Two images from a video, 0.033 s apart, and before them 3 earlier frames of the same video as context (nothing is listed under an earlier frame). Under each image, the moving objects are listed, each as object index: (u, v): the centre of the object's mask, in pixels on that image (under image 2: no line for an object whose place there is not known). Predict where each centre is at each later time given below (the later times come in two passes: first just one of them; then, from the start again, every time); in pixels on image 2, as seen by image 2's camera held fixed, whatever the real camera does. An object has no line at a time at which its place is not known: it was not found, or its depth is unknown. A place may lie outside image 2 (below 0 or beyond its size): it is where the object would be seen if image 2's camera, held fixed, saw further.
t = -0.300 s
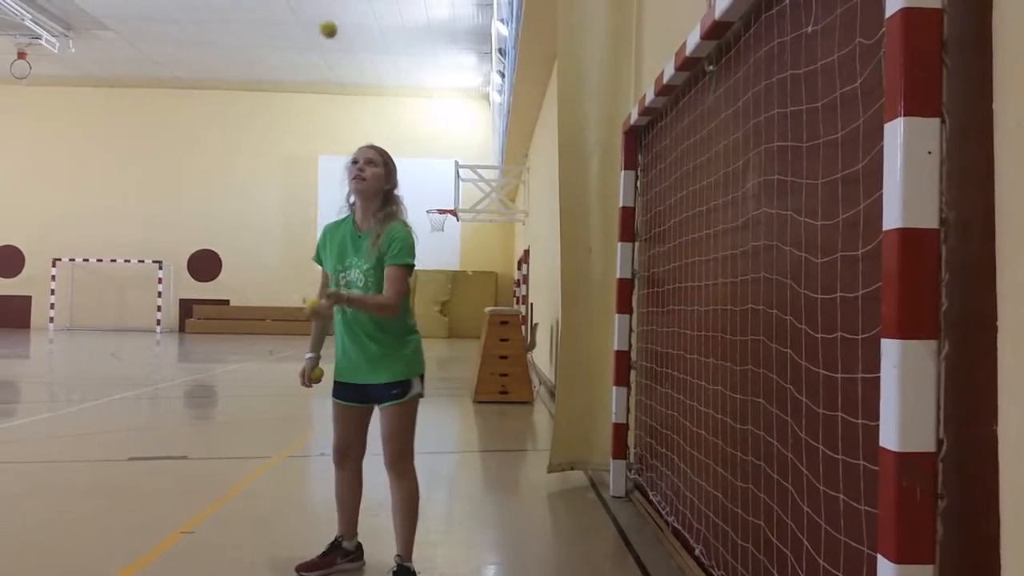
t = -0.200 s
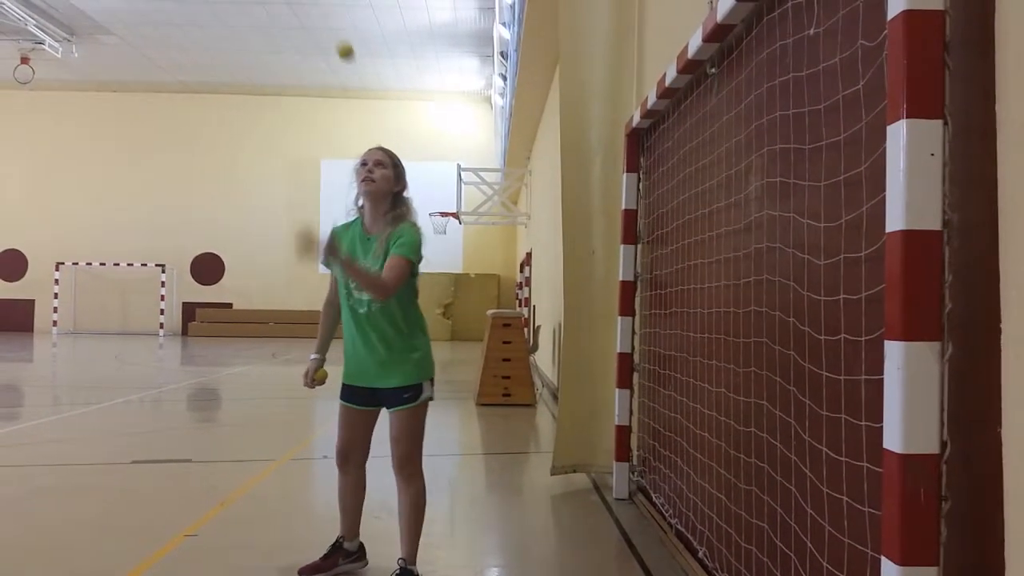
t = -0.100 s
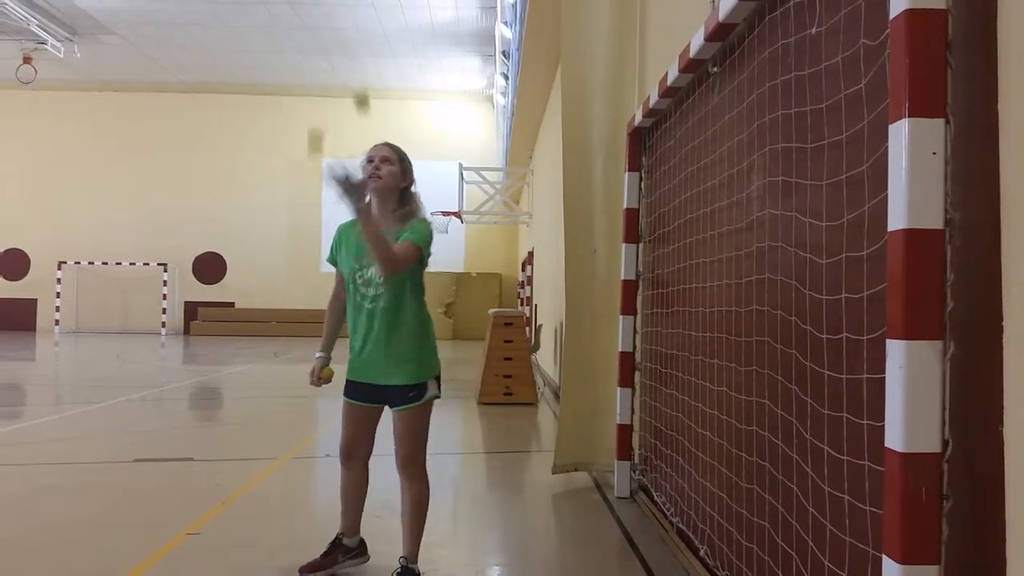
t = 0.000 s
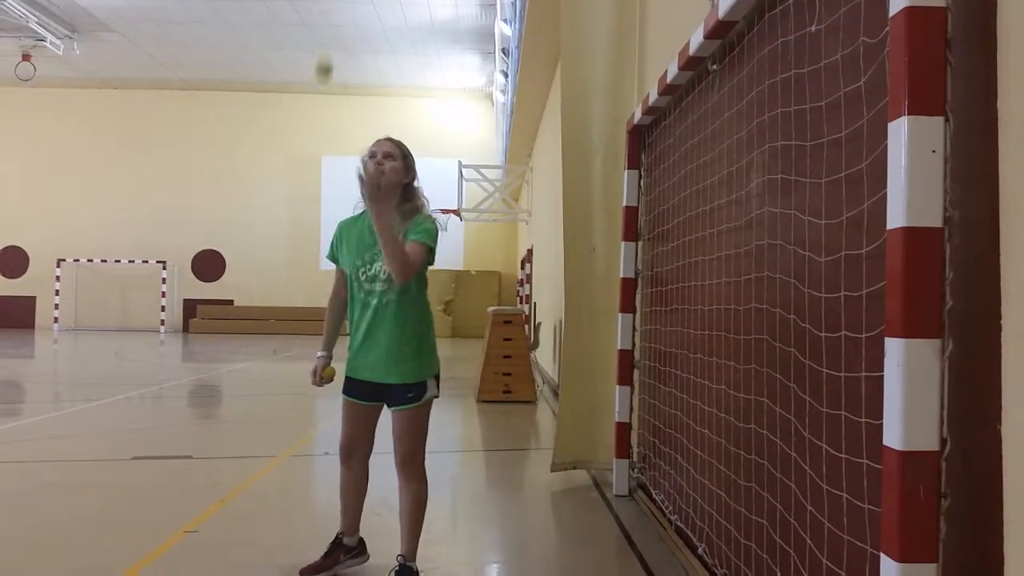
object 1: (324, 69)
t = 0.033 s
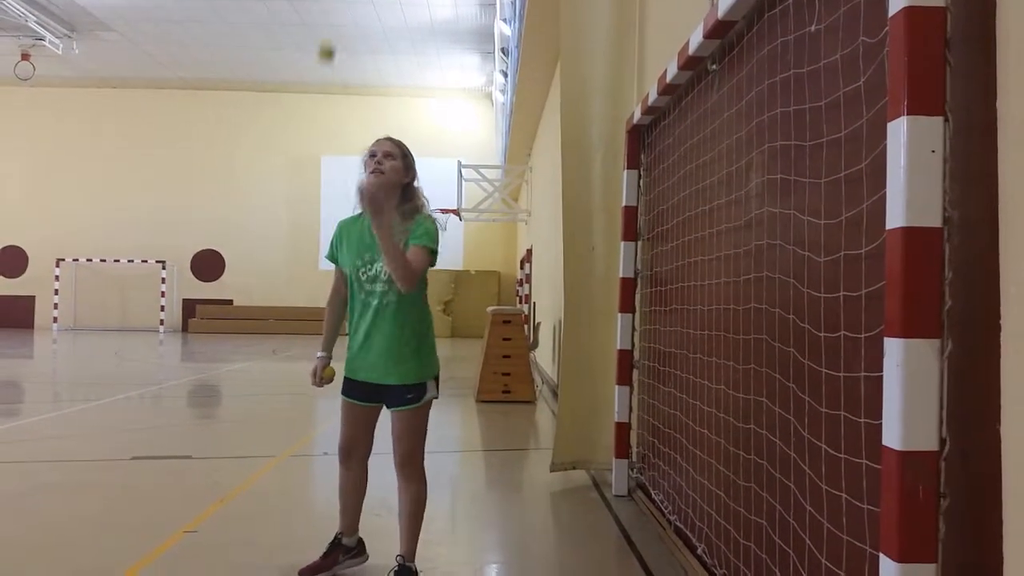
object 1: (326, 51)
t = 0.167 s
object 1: (338, 20)
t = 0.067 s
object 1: (329, 40)
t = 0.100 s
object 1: (332, 30)
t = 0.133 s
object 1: (335, 22)
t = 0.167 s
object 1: (338, 20)
